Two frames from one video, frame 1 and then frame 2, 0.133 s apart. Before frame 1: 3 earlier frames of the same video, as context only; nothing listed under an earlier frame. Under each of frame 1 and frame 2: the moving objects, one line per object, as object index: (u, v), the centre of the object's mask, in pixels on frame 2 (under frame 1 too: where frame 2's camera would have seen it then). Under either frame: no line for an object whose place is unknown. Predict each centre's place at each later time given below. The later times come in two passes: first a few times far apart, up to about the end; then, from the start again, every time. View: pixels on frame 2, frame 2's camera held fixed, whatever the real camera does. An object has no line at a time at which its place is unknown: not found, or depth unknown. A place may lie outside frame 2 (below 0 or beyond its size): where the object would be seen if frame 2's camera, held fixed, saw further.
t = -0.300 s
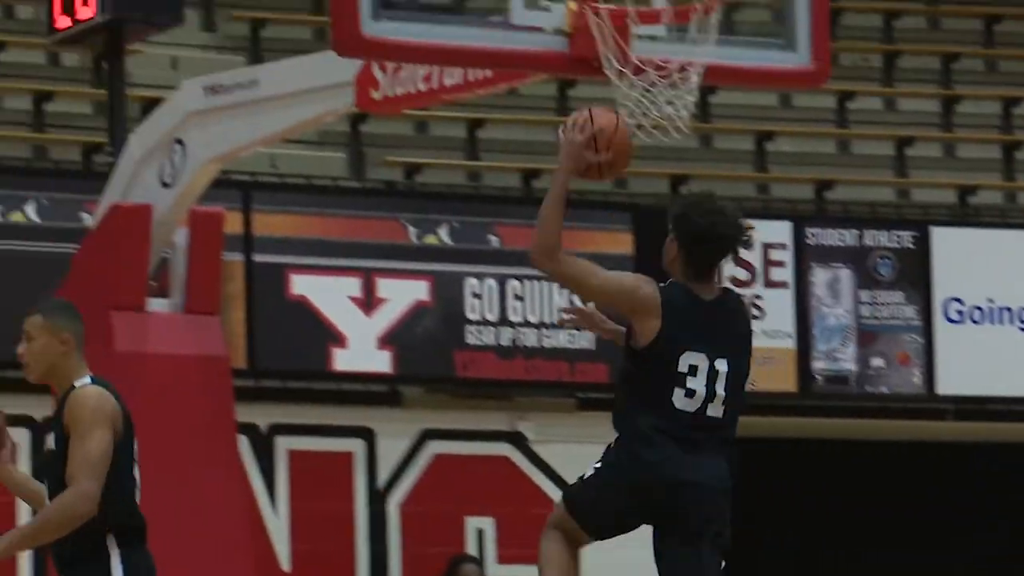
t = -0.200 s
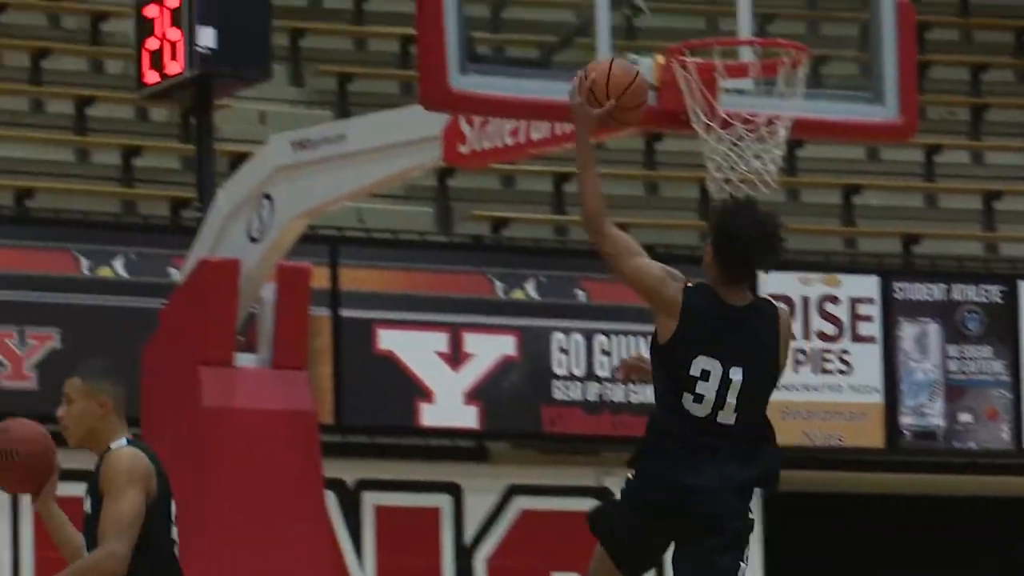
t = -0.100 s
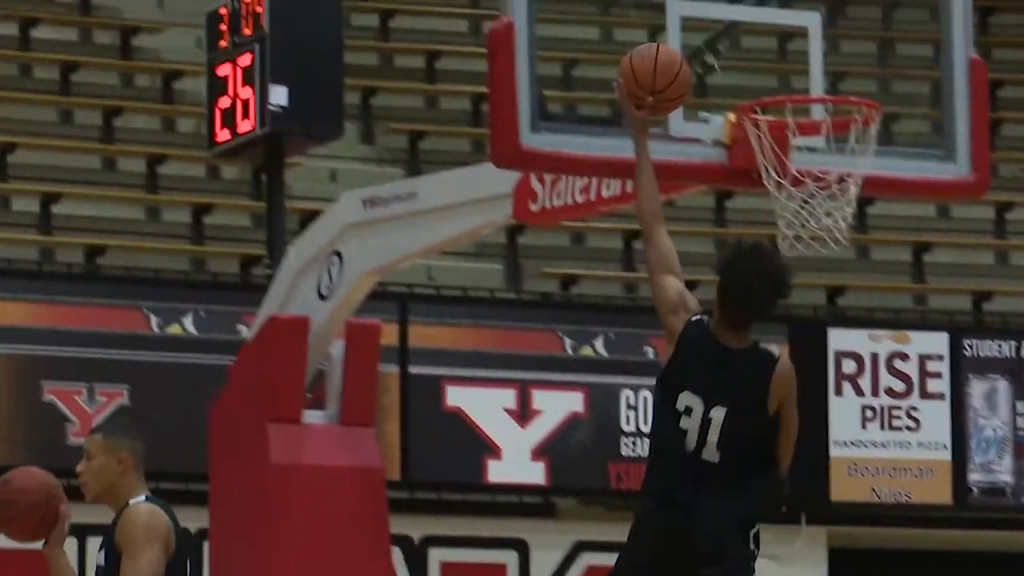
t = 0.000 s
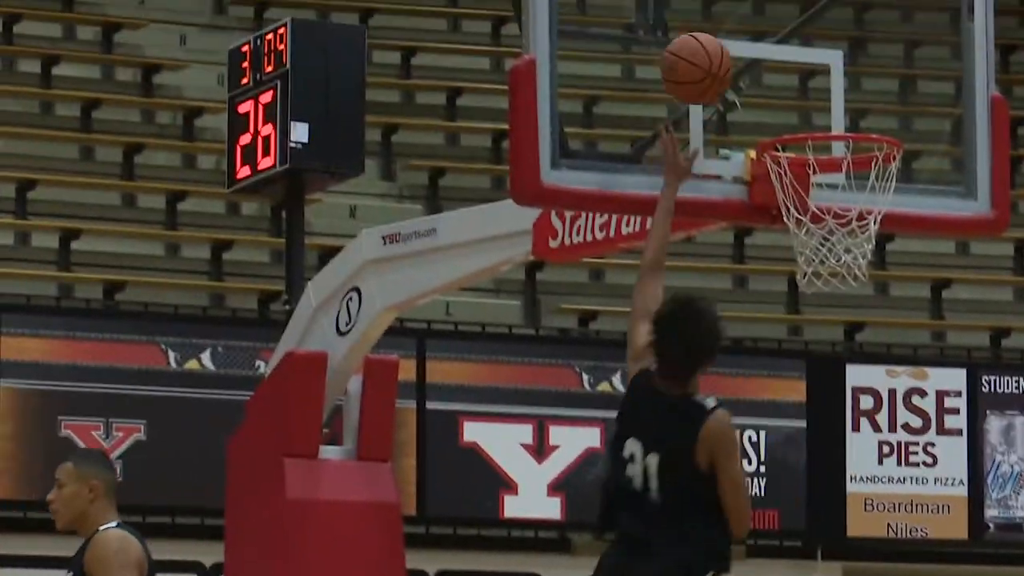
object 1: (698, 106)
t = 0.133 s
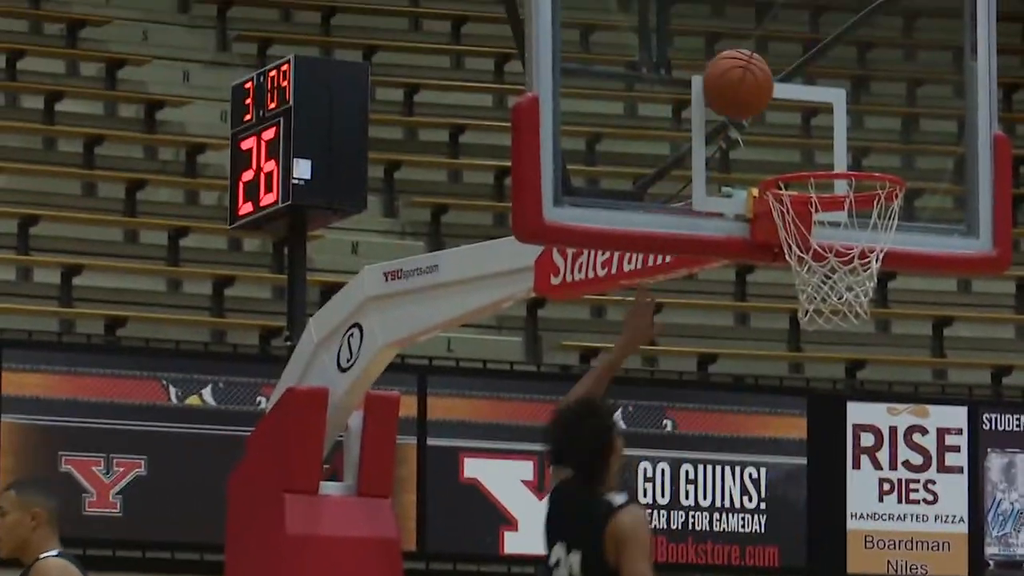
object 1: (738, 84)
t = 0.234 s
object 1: (783, 85)
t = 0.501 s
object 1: (830, 183)
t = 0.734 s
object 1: (820, 301)
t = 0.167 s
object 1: (753, 81)
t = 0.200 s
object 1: (768, 82)
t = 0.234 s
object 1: (783, 85)
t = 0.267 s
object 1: (798, 91)
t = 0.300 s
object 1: (814, 101)
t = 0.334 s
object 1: (829, 113)
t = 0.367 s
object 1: (845, 129)
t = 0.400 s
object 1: (862, 145)
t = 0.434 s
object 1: (874, 156)
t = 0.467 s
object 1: (851, 178)
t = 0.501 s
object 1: (830, 183)
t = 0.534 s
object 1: (809, 196)
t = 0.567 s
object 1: (797, 211)
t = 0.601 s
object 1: (799, 220)
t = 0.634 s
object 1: (802, 238)
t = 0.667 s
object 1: (808, 261)
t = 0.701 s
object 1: (815, 282)
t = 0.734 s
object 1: (820, 301)
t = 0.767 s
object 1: (826, 324)
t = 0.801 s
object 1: (833, 349)
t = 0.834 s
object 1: (838, 379)
